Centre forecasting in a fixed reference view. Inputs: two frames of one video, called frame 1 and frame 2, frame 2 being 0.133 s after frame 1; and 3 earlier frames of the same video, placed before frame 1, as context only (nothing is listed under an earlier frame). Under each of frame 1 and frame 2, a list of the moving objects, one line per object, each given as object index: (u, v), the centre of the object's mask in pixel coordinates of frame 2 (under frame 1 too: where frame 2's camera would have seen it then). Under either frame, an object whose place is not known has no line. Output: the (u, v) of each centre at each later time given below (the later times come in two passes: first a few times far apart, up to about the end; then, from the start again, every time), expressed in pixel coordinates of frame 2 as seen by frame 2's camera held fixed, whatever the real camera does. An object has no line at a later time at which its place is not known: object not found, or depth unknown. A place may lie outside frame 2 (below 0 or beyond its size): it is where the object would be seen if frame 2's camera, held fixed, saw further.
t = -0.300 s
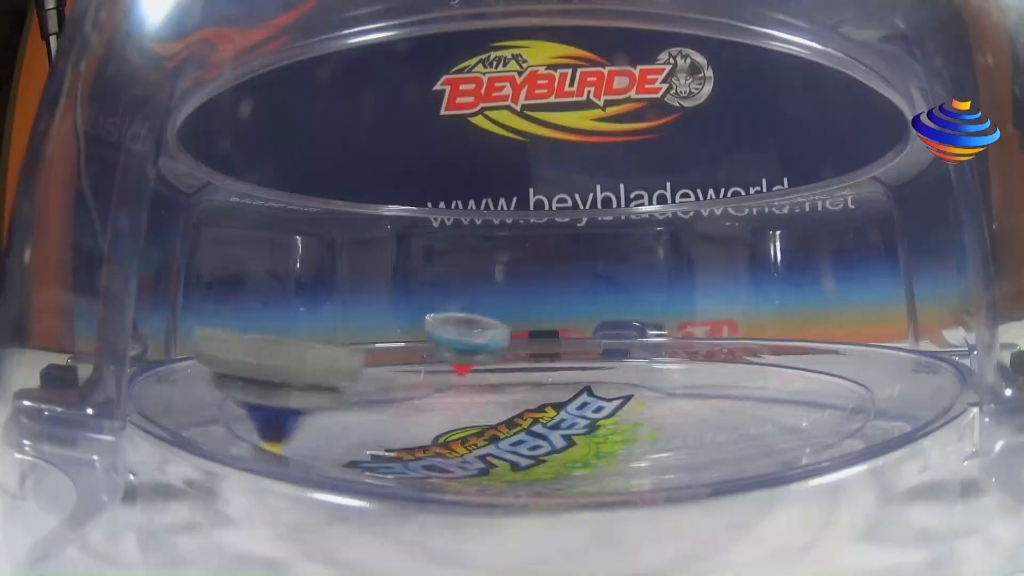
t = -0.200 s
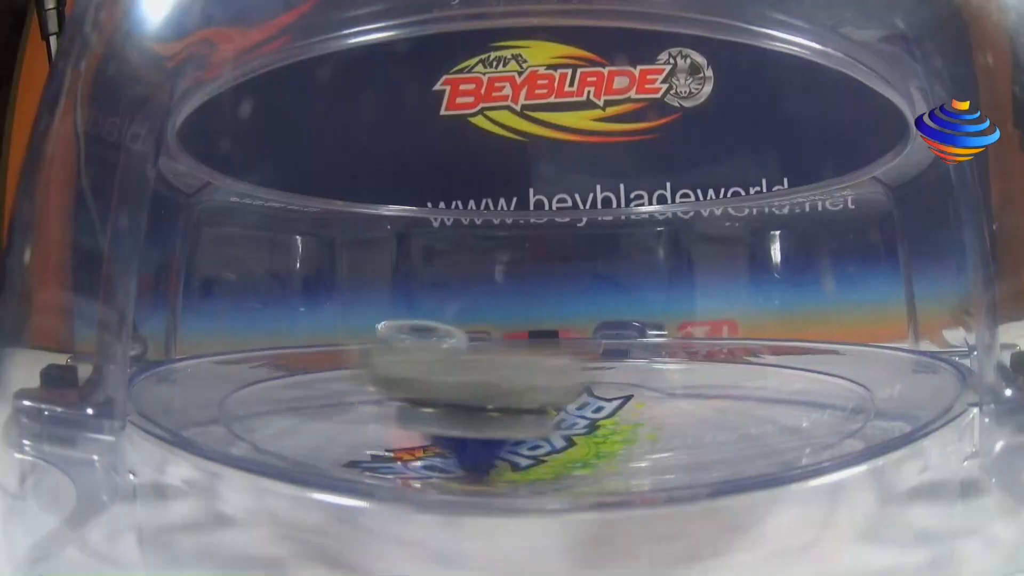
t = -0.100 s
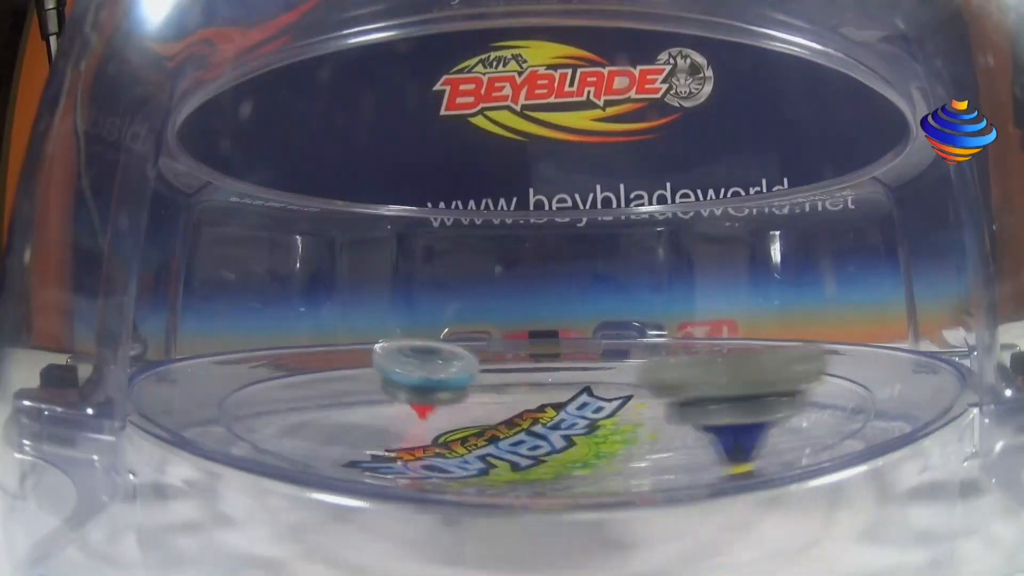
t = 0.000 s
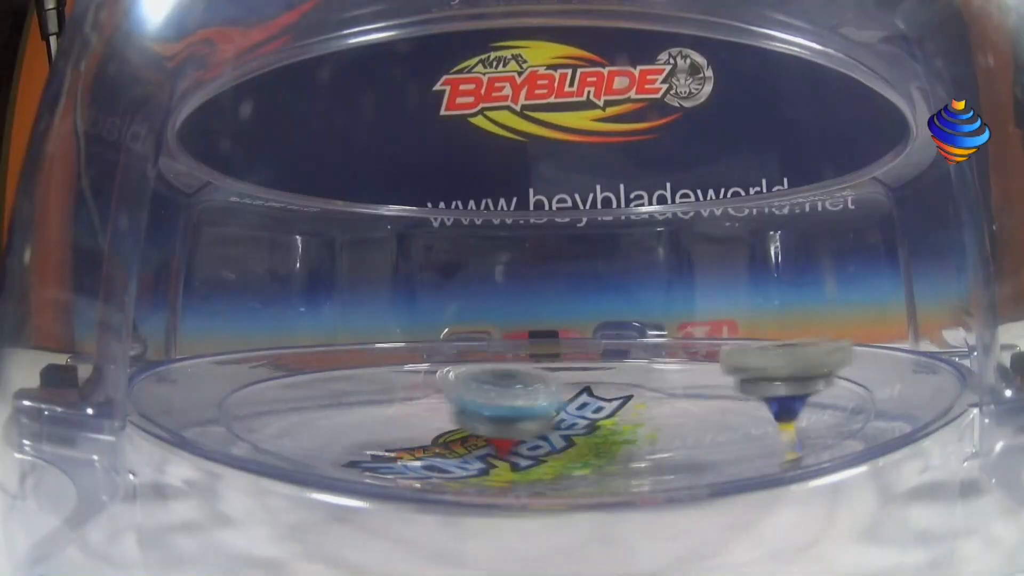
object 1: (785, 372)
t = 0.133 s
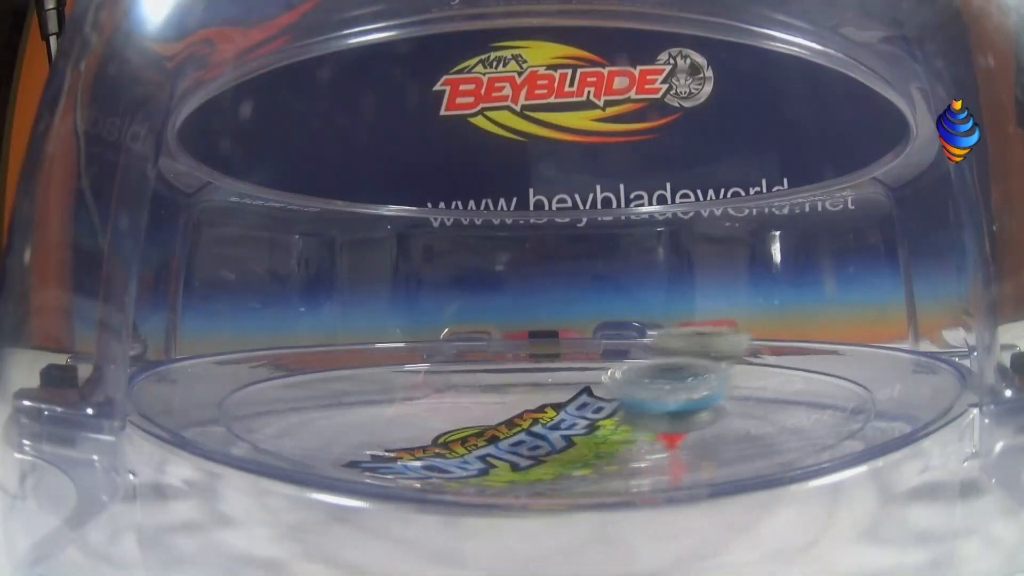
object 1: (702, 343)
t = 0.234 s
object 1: (600, 341)
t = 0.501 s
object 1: (332, 338)
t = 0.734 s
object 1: (424, 407)
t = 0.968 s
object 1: (797, 358)
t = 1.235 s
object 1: (620, 332)
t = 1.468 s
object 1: (405, 366)
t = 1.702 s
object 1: (534, 412)
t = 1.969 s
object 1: (824, 349)
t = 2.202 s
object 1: (592, 351)
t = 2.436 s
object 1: (345, 359)
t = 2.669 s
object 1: (370, 396)
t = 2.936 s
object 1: (744, 378)
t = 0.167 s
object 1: (665, 339)
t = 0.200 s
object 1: (636, 343)
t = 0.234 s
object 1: (600, 341)
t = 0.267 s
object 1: (563, 338)
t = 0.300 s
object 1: (529, 335)
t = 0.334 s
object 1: (492, 333)
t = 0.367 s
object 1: (457, 331)
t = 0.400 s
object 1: (423, 332)
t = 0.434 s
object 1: (391, 333)
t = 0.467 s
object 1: (359, 334)
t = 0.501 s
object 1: (332, 338)
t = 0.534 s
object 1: (313, 343)
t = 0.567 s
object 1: (299, 349)
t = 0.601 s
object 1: (294, 358)
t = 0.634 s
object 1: (302, 369)
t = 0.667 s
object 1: (326, 382)
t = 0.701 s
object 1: (370, 395)
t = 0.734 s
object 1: (424, 407)
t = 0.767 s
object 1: (508, 411)
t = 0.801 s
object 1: (589, 411)
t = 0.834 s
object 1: (665, 406)
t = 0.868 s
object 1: (721, 398)
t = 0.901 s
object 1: (762, 383)
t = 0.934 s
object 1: (787, 370)
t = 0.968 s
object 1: (797, 358)
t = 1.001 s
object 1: (797, 349)
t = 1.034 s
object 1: (791, 332)
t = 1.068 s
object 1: (772, 326)
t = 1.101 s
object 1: (752, 325)
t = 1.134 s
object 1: (724, 329)
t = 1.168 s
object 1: (690, 330)
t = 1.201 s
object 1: (654, 330)
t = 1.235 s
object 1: (620, 332)
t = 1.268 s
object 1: (584, 333)
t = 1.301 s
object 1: (549, 338)
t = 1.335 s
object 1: (516, 342)
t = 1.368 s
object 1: (483, 347)
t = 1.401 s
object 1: (454, 353)
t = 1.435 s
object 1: (429, 359)
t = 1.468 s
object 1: (405, 366)
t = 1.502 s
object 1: (388, 374)
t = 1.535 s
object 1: (376, 385)
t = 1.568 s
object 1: (376, 392)
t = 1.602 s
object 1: (392, 399)
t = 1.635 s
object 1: (424, 401)
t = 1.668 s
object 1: (466, 412)
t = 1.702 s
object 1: (534, 412)
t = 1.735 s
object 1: (610, 408)
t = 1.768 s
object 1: (688, 401)
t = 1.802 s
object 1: (757, 391)
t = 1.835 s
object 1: (802, 378)
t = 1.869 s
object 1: (830, 368)
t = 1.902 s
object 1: (842, 358)
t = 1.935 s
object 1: (839, 352)
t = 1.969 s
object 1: (824, 349)
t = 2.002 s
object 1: (802, 348)
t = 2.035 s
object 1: (775, 349)
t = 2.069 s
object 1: (742, 350)
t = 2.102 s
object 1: (709, 351)
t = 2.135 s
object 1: (671, 352)
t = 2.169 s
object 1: (630, 351)
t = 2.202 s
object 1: (592, 351)
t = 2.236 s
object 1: (555, 356)
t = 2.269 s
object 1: (516, 356)
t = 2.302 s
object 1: (478, 357)
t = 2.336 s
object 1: (445, 358)
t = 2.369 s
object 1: (409, 358)
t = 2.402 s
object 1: (374, 358)
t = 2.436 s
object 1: (345, 359)
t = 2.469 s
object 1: (318, 360)
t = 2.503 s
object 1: (298, 362)
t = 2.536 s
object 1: (284, 366)
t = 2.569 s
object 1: (280, 371)
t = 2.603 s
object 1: (290, 378)
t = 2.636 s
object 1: (318, 387)
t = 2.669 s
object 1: (370, 396)
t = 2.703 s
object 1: (436, 405)
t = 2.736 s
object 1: (515, 410)
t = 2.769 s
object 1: (593, 410)
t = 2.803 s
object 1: (654, 407)
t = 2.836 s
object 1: (701, 402)
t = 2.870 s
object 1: (728, 394)
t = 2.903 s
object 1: (741, 386)
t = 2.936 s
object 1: (744, 378)
